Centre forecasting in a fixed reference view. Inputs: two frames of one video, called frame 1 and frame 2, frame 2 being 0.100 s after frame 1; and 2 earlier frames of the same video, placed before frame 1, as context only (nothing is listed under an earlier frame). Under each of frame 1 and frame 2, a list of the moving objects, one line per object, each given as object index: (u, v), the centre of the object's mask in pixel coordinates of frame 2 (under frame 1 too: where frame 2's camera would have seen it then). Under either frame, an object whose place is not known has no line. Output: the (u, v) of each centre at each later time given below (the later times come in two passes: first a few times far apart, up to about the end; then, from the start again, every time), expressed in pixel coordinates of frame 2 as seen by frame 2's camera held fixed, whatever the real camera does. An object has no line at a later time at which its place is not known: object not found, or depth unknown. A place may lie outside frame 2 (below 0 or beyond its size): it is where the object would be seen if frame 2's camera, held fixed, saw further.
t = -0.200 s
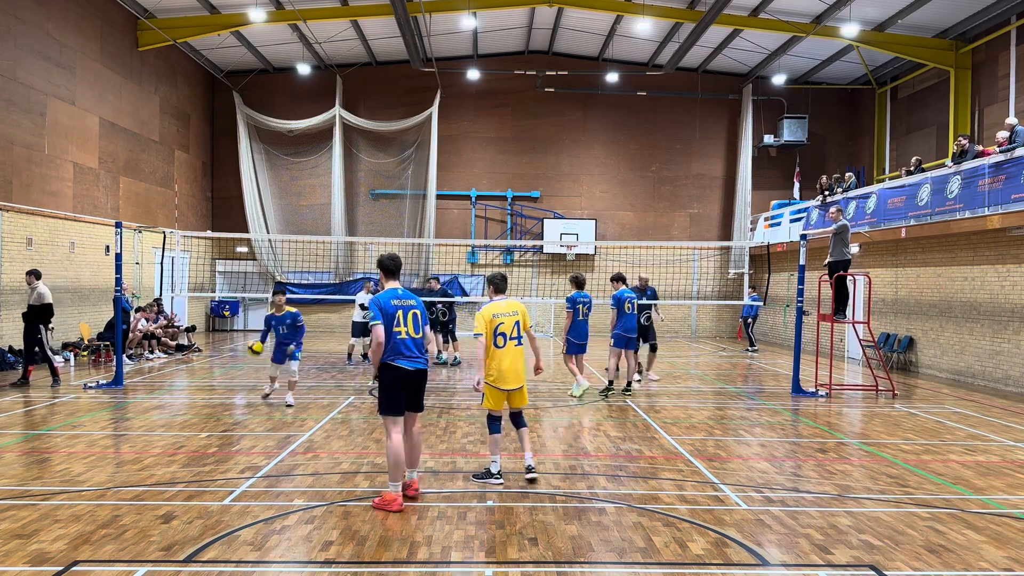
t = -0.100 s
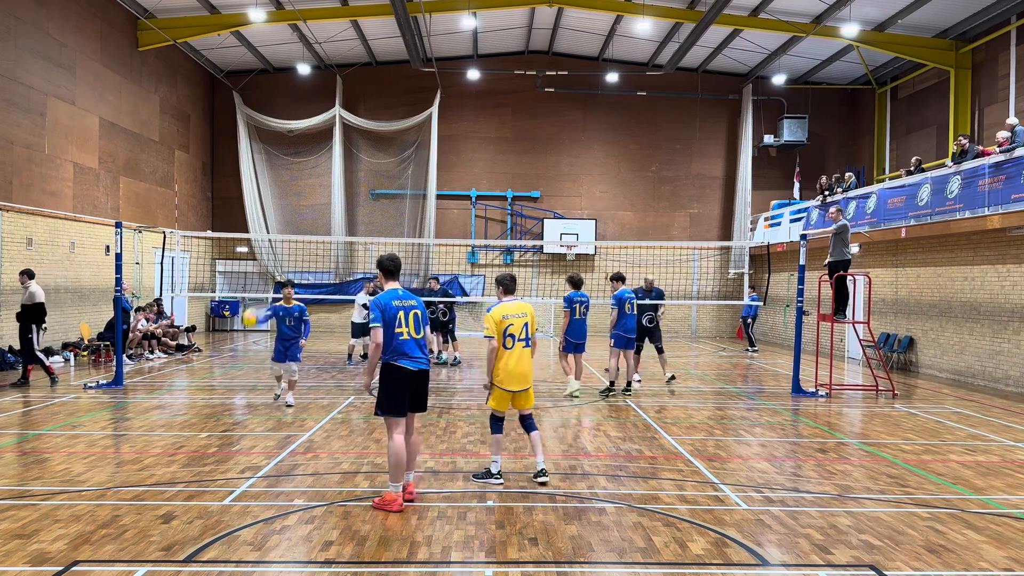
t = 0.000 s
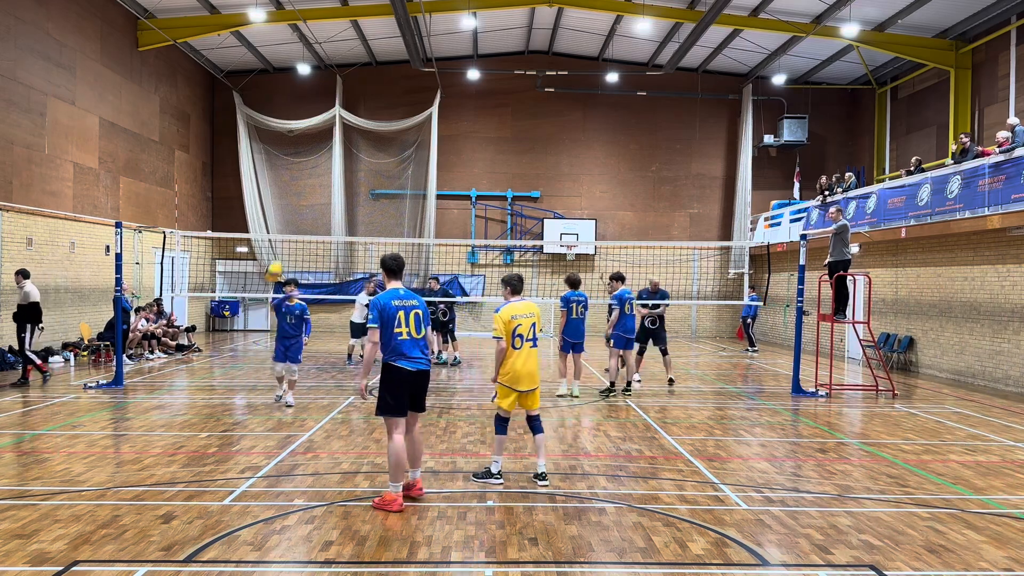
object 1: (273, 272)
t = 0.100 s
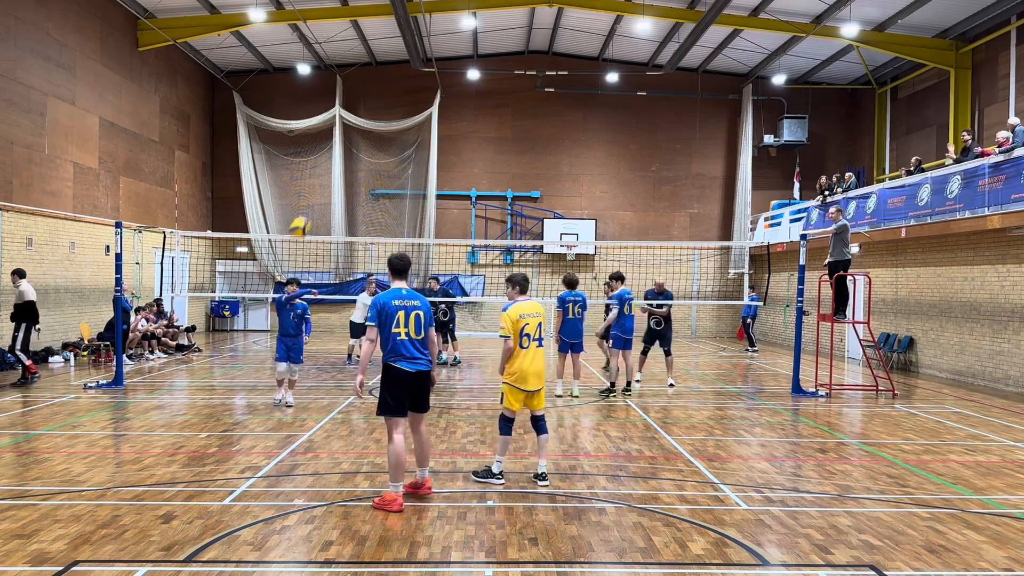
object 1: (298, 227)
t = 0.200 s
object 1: (327, 188)
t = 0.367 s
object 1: (382, 136)
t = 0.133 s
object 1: (309, 214)
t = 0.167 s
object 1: (319, 200)
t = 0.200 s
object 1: (327, 188)
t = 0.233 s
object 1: (339, 177)
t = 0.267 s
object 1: (348, 166)
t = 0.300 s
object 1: (360, 153)
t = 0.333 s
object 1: (370, 145)
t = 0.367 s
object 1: (382, 136)
